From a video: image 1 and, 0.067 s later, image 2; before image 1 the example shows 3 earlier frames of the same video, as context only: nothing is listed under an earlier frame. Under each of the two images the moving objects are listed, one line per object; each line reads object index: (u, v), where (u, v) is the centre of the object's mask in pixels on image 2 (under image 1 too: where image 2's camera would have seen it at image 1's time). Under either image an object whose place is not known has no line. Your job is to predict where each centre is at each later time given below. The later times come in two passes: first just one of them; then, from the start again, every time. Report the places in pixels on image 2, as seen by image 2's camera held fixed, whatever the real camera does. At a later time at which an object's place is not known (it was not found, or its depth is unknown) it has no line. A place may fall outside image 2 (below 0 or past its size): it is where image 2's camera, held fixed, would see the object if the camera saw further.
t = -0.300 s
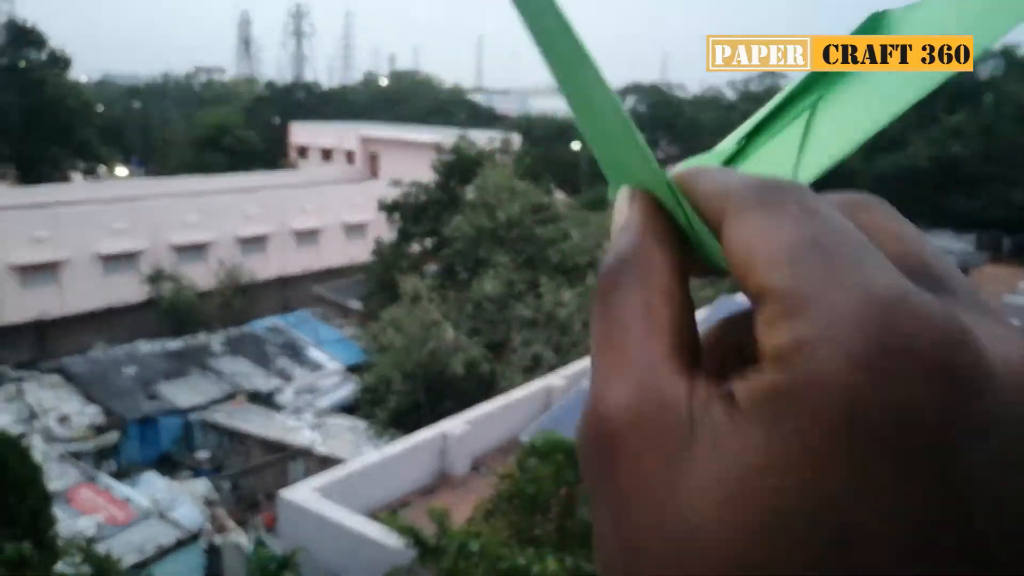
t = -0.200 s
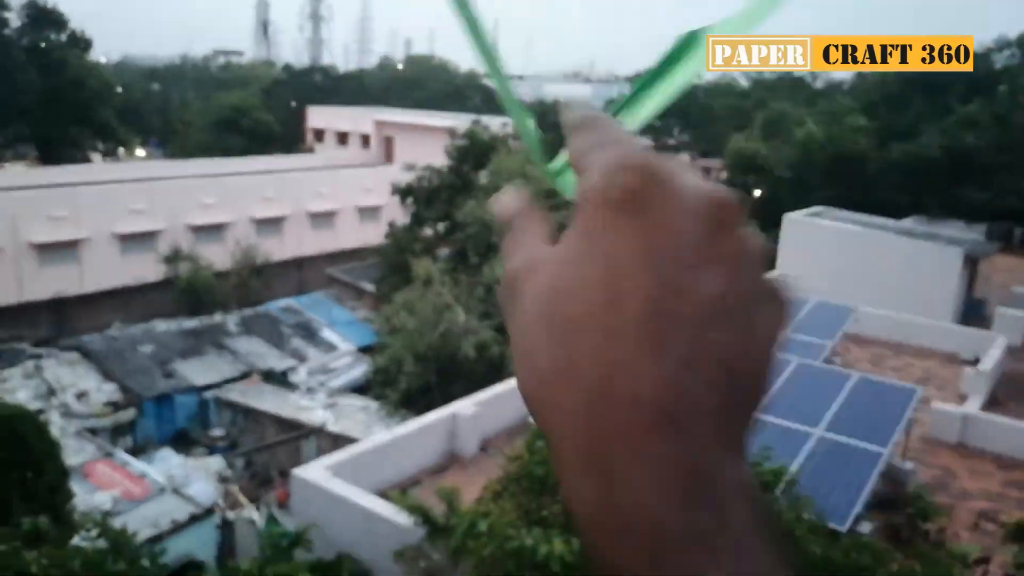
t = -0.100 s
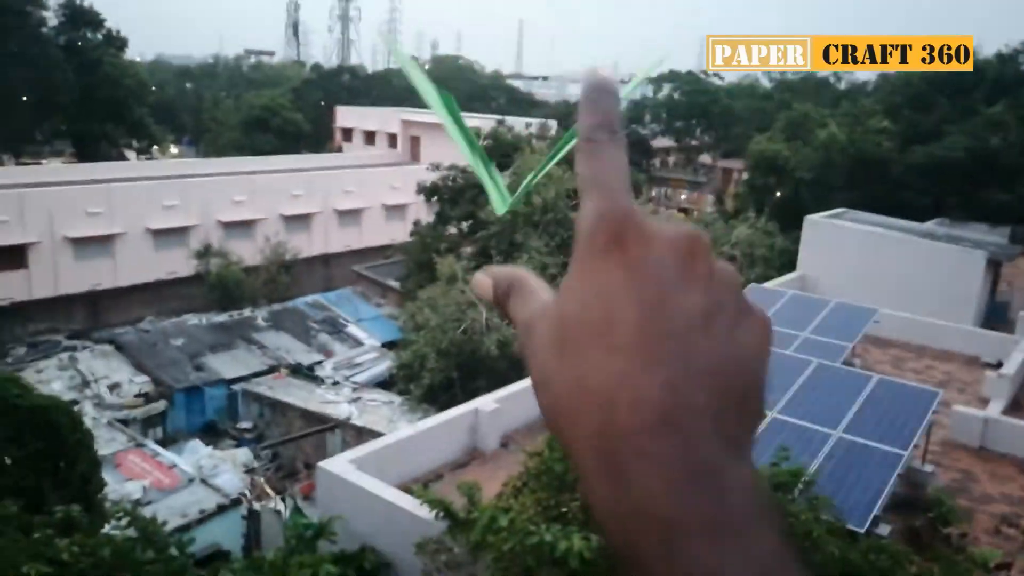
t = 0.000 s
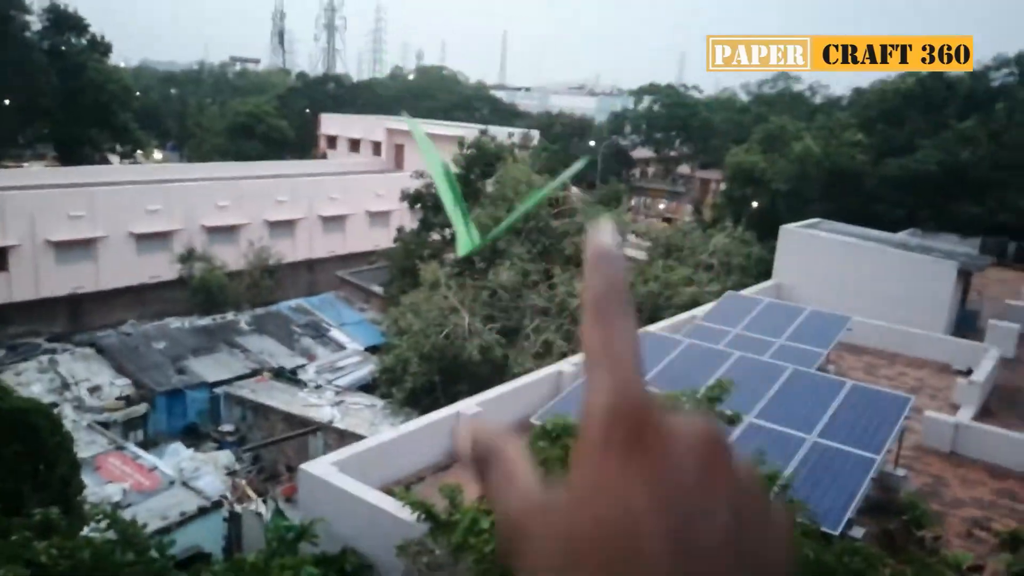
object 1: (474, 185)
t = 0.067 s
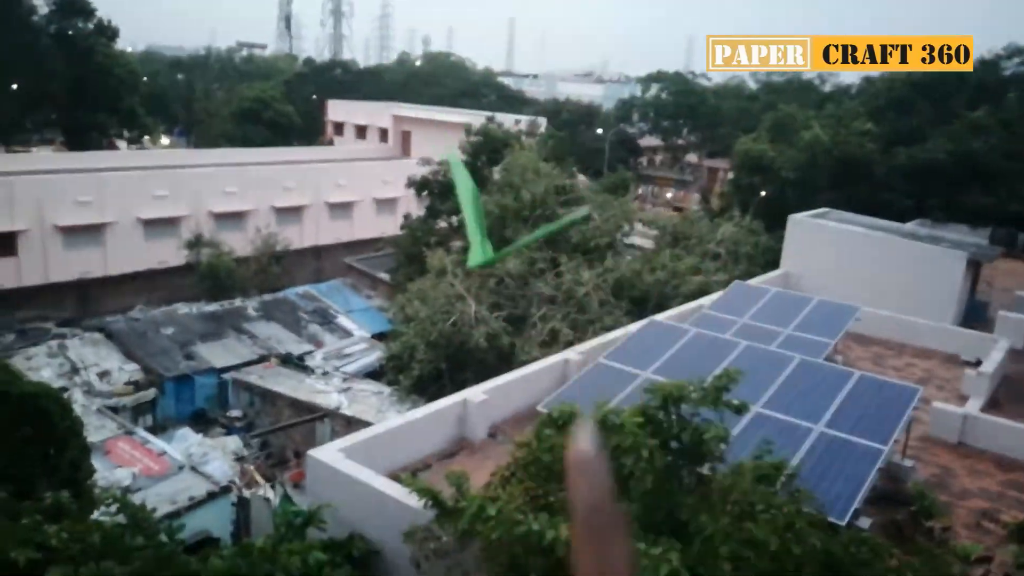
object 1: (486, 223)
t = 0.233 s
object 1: (556, 306)
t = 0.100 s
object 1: (497, 236)
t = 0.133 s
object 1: (510, 251)
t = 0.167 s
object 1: (524, 269)
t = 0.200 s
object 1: (539, 287)
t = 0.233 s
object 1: (556, 306)
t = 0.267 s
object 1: (569, 324)
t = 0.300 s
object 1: (587, 342)
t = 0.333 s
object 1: (603, 361)
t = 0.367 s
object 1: (620, 381)
